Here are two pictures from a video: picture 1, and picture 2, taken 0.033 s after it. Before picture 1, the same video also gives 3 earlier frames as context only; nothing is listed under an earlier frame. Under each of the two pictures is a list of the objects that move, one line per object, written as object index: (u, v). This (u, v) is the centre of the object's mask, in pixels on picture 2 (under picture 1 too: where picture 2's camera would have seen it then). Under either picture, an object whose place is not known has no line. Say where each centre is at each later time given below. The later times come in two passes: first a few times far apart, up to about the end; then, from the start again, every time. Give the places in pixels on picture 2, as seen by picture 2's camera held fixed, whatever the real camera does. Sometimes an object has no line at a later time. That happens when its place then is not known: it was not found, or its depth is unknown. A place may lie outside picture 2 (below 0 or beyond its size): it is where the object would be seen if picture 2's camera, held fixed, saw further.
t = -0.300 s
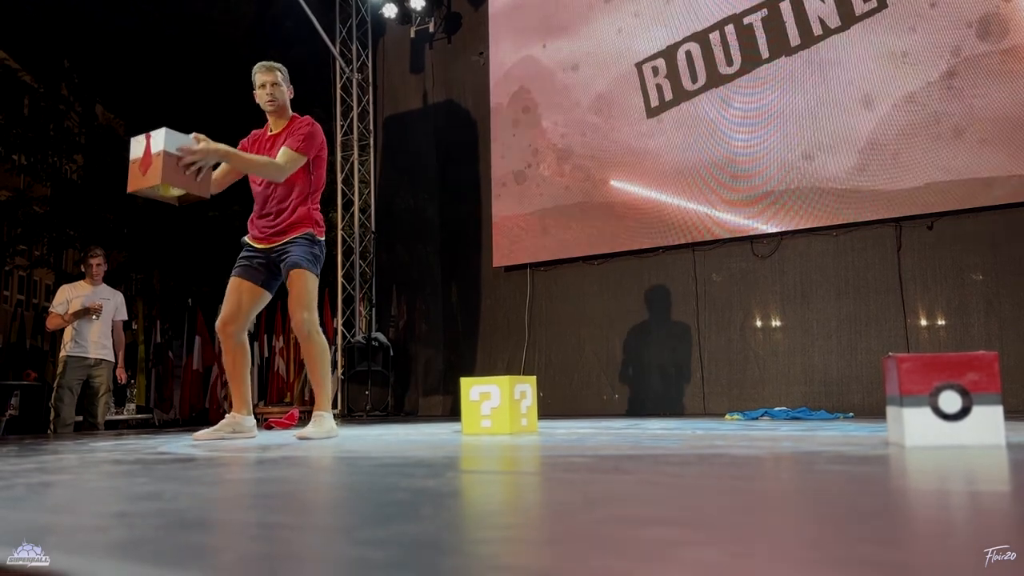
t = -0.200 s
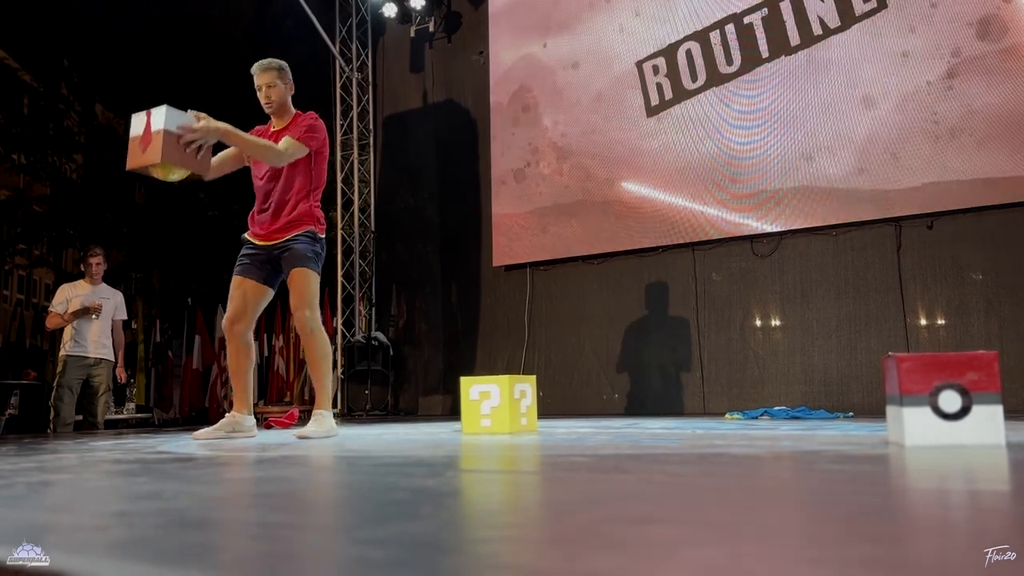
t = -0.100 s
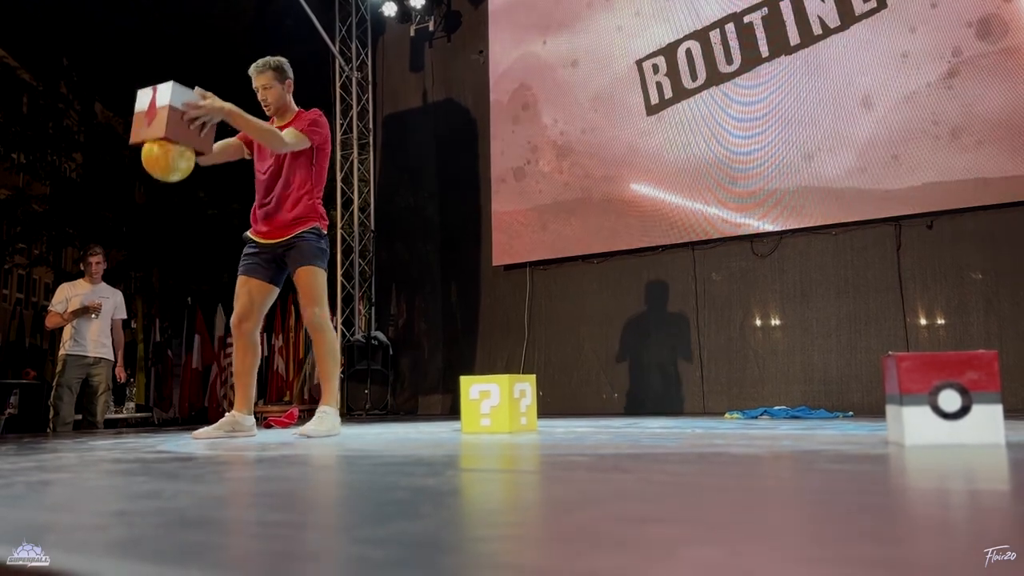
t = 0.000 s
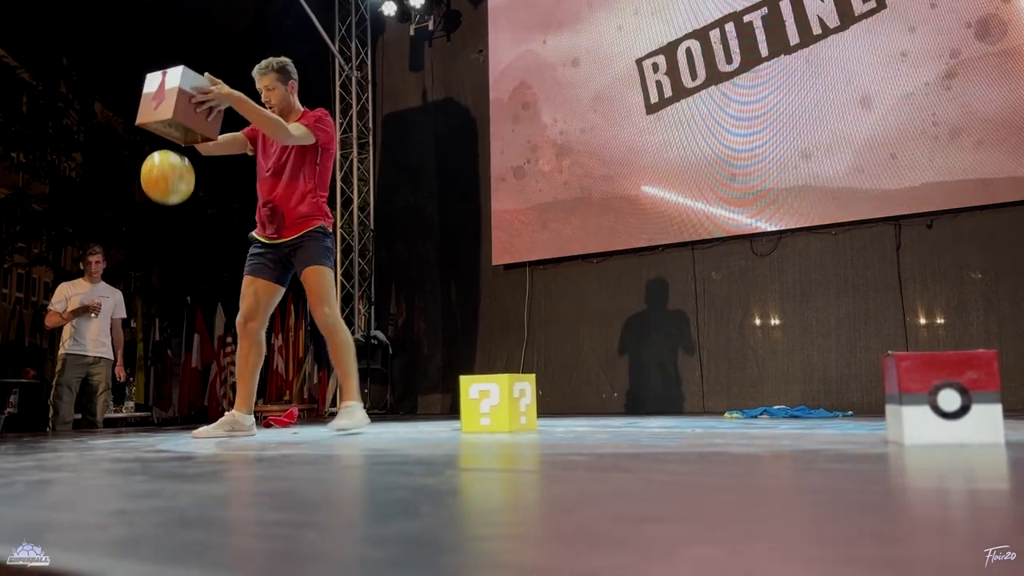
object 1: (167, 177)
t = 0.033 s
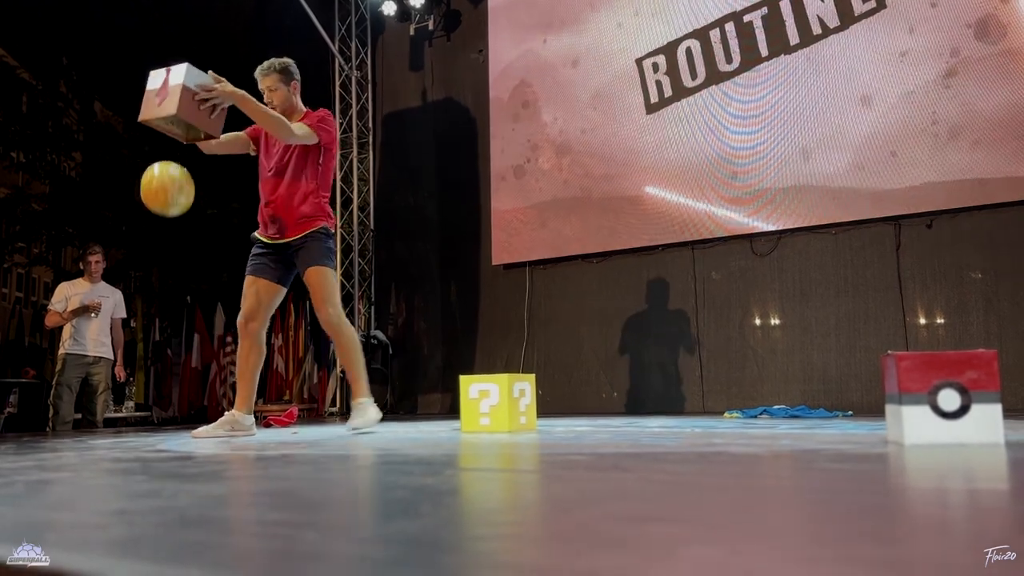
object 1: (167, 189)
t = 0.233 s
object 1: (164, 314)
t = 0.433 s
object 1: (158, 364)
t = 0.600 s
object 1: (151, 306)
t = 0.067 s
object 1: (167, 204)
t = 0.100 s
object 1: (166, 221)
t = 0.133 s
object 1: (166, 240)
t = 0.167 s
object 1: (165, 262)
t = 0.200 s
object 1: (165, 287)
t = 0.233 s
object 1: (164, 314)
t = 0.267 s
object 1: (163, 345)
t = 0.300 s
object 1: (162, 378)
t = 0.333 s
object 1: (160, 410)
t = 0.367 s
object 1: (160, 404)
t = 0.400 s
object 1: (159, 384)
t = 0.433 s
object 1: (158, 364)
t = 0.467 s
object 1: (156, 348)
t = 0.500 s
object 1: (155, 333)
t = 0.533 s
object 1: (154, 322)
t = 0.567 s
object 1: (153, 313)
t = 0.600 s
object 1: (151, 306)
